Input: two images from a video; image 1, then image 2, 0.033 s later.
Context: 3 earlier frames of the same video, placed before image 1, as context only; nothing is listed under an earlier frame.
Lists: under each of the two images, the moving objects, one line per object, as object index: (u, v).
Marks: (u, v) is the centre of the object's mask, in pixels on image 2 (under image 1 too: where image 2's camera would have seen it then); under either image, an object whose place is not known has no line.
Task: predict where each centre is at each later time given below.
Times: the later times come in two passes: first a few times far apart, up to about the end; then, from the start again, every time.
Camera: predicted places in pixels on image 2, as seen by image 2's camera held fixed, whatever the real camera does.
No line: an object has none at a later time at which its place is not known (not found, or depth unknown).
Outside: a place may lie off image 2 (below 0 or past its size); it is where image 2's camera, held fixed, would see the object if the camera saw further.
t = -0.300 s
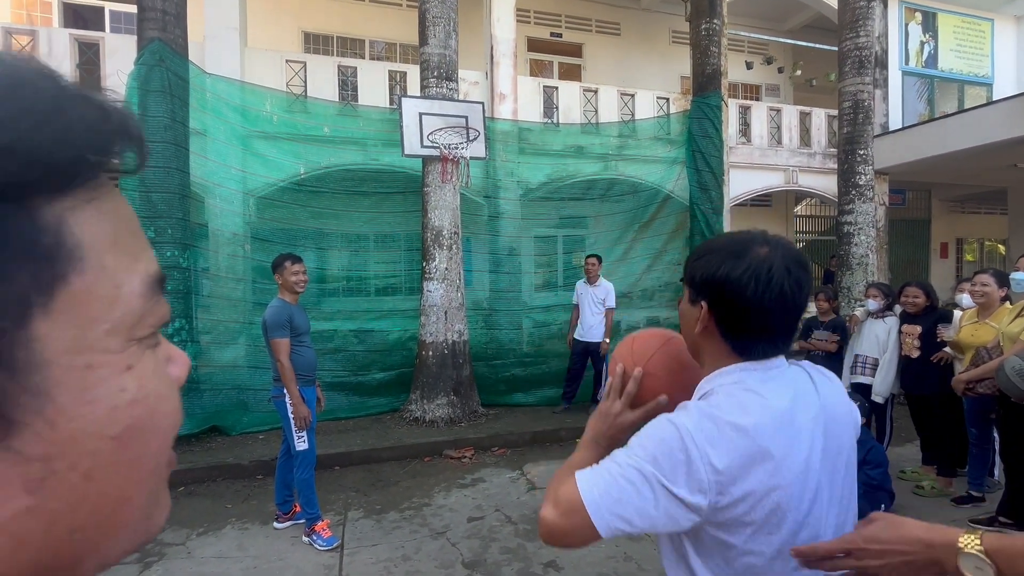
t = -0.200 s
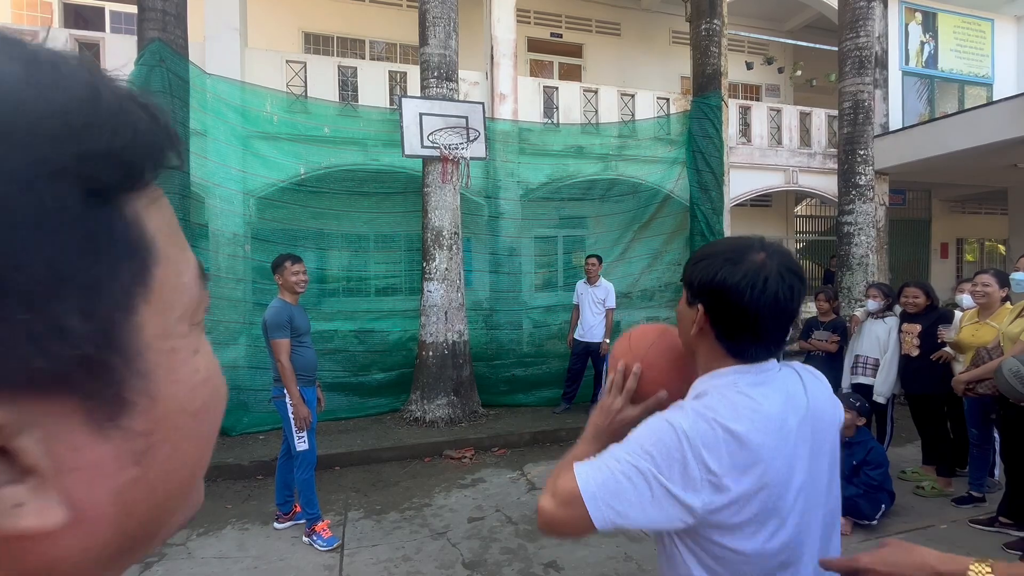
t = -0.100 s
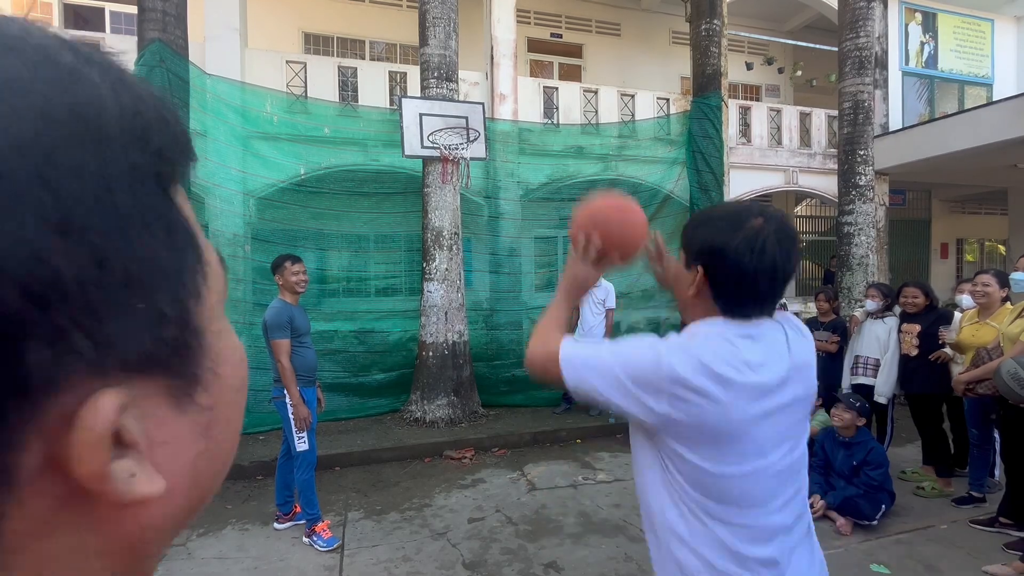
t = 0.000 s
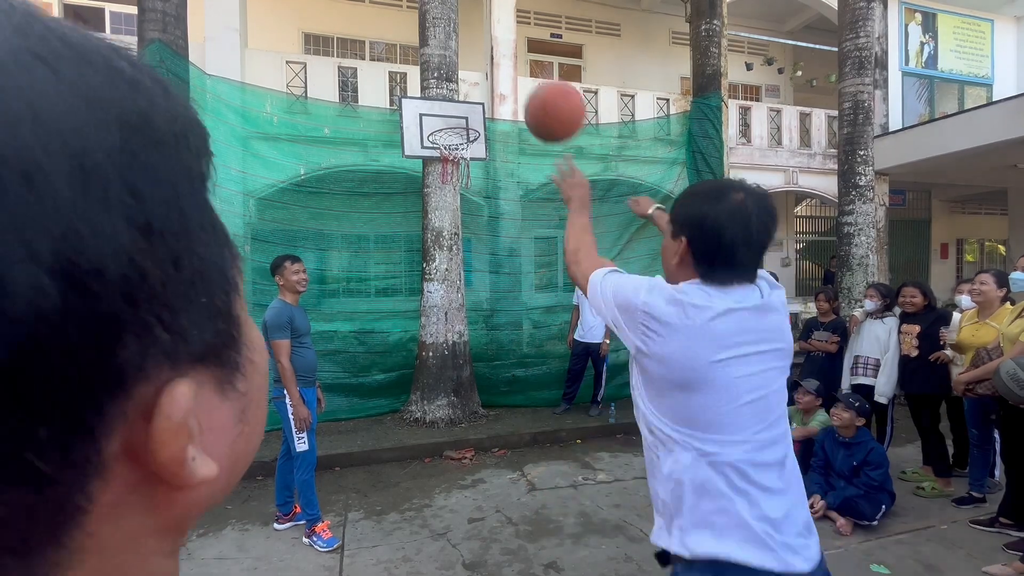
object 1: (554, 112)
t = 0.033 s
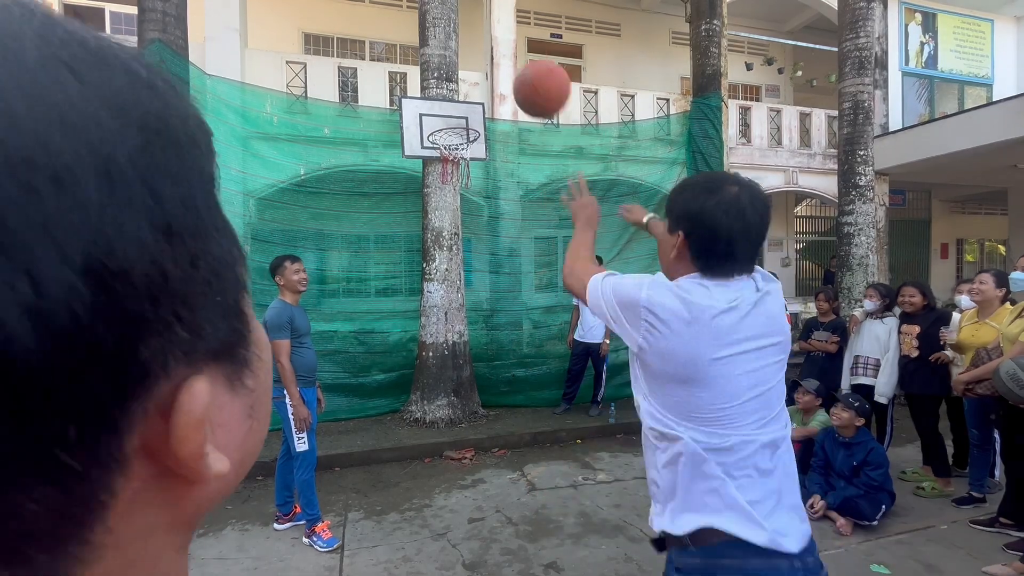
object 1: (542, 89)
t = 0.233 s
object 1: (493, 39)
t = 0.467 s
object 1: (466, 79)
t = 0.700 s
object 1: (460, 139)
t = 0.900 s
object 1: (473, 217)
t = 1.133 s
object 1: (494, 441)
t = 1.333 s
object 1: (507, 438)
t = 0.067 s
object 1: (531, 71)
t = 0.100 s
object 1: (521, 58)
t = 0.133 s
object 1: (513, 49)
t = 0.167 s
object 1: (505, 43)
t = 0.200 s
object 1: (499, 40)
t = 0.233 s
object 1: (493, 39)
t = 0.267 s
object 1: (487, 41)
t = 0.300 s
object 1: (482, 44)
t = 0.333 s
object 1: (478, 49)
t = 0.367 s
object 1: (475, 55)
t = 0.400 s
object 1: (471, 62)
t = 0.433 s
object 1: (469, 70)
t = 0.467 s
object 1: (466, 79)
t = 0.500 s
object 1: (463, 89)
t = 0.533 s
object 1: (460, 100)
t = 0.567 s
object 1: (458, 111)
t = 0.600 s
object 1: (456, 123)
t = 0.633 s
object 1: (457, 128)
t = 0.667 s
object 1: (458, 133)
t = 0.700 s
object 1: (460, 139)
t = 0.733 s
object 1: (462, 147)
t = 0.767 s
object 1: (464, 157)
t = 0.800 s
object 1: (466, 168)
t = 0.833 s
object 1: (469, 183)
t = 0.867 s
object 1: (470, 198)
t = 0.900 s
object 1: (473, 217)
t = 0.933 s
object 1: (475, 238)
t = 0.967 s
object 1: (478, 263)
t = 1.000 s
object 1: (481, 290)
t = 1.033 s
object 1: (484, 322)
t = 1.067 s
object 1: (487, 358)
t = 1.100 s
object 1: (491, 397)
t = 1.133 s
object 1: (494, 441)
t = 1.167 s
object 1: (498, 491)
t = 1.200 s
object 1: (504, 548)
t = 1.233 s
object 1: (505, 548)
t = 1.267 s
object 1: (506, 511)
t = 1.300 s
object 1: (507, 474)
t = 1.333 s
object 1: (507, 438)
